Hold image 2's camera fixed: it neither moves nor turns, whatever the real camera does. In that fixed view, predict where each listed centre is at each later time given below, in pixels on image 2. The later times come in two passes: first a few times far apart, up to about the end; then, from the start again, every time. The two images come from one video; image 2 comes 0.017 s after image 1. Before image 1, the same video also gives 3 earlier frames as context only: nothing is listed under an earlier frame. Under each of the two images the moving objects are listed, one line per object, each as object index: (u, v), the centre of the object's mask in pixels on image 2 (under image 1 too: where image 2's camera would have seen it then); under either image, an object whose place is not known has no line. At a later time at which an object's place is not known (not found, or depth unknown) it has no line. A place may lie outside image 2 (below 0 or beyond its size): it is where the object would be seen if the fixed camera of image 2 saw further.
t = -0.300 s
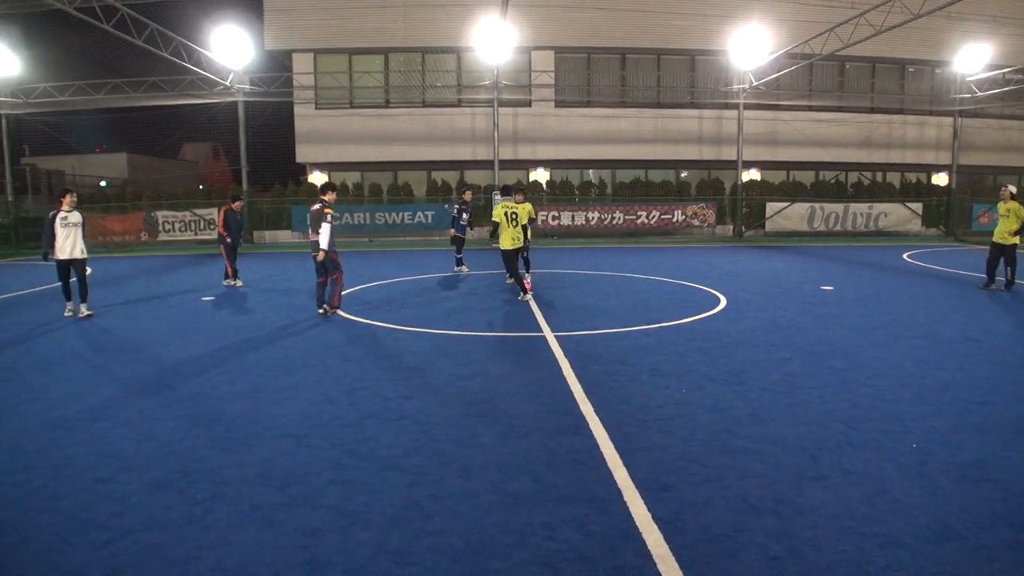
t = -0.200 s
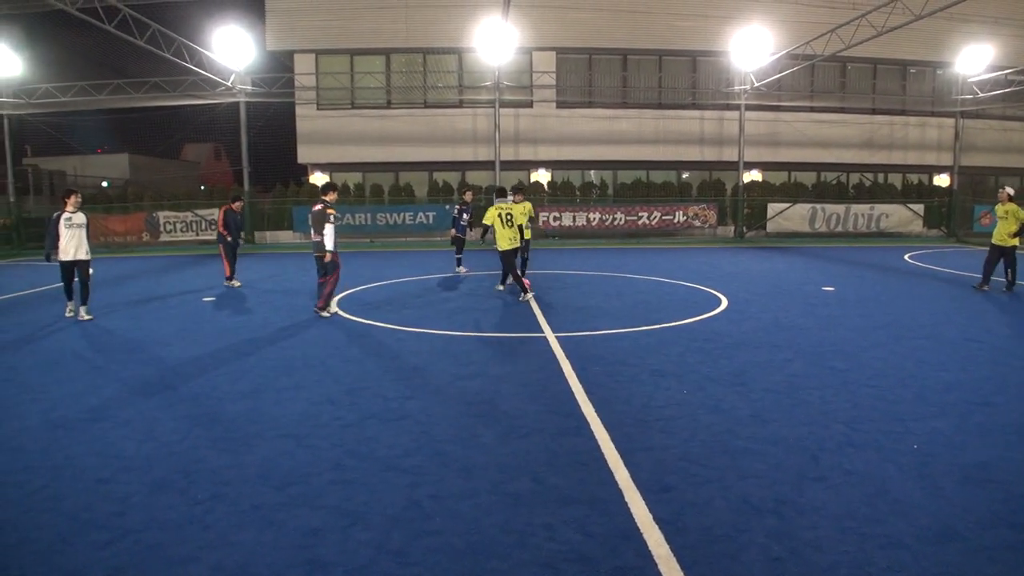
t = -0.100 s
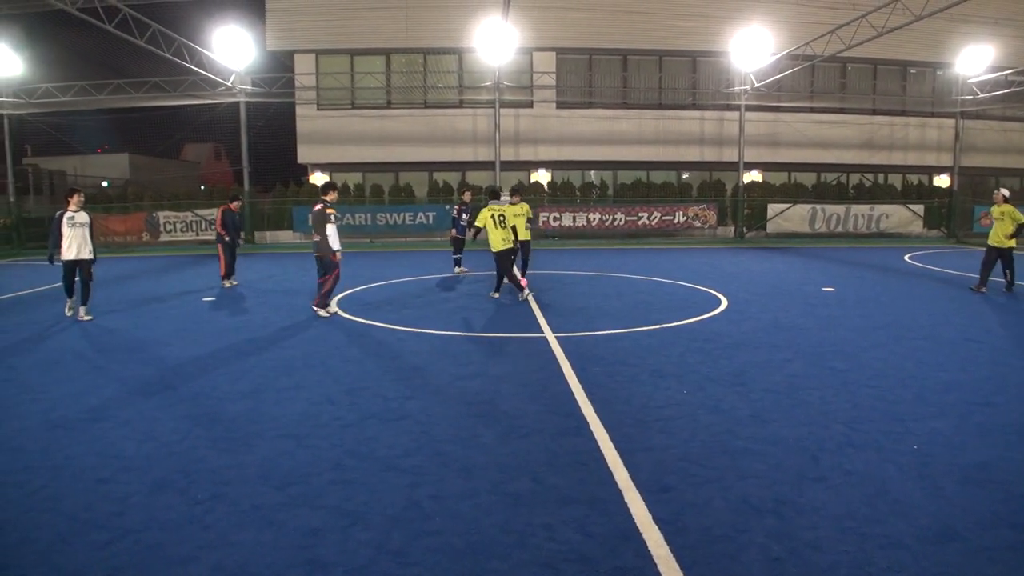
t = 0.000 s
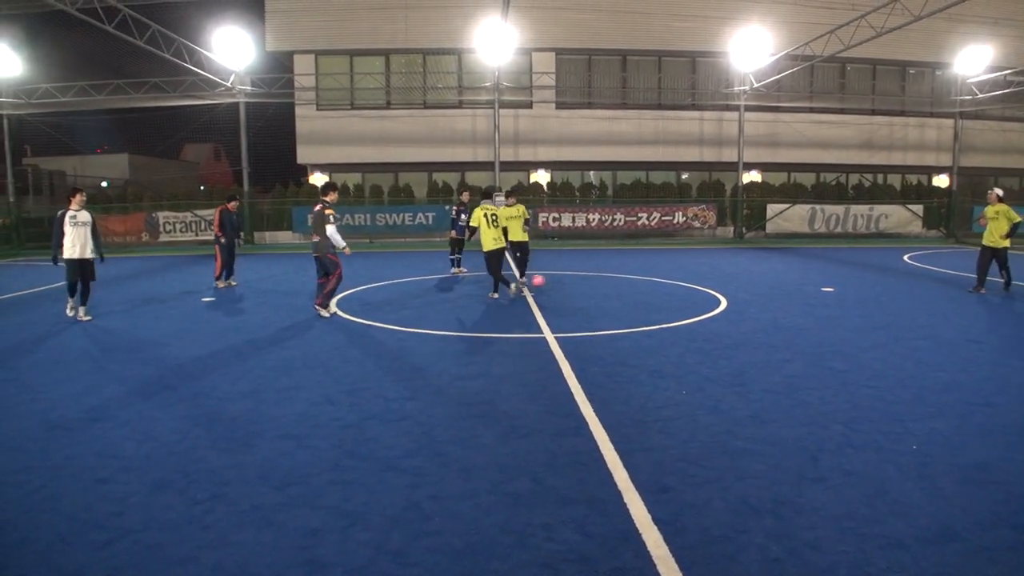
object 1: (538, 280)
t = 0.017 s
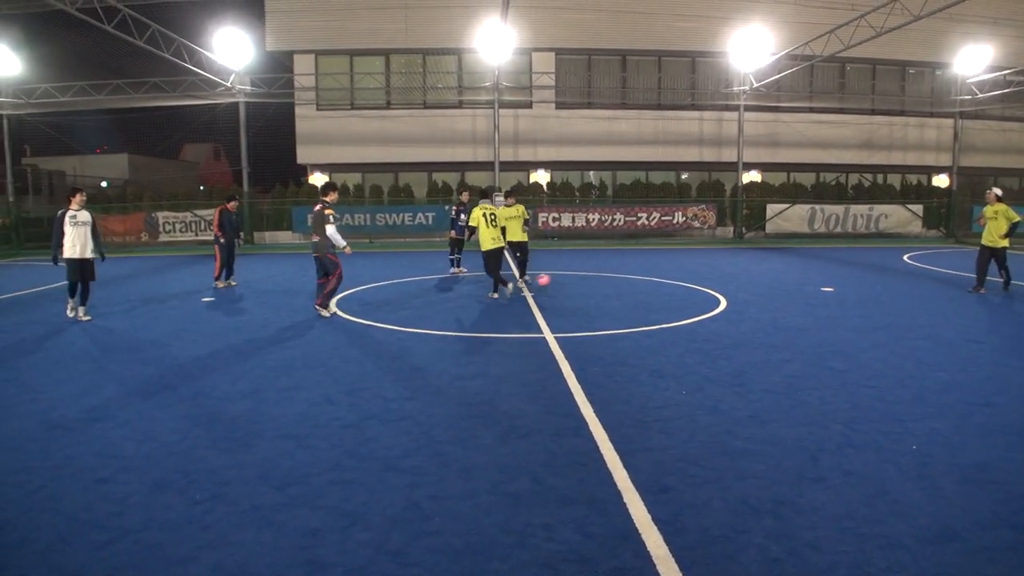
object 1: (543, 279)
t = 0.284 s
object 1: (654, 293)
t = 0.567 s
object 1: (785, 310)
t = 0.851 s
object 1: (913, 325)
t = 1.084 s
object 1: (1017, 336)
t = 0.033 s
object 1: (549, 278)
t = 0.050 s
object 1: (555, 278)
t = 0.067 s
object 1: (562, 278)
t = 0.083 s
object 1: (568, 278)
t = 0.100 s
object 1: (574, 278)
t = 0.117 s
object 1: (581, 278)
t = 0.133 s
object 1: (588, 279)
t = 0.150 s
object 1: (595, 279)
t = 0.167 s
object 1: (602, 280)
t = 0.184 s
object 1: (607, 279)
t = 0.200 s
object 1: (615, 281)
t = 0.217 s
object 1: (623, 284)
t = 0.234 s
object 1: (631, 286)
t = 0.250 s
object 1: (639, 288)
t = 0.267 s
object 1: (646, 289)
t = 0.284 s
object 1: (654, 293)
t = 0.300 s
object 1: (663, 295)
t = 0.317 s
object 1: (671, 298)
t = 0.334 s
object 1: (678, 299)
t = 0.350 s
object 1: (685, 298)
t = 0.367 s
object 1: (693, 297)
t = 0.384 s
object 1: (699, 298)
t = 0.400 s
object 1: (707, 298)
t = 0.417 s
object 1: (713, 301)
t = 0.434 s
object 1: (722, 301)
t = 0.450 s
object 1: (731, 301)
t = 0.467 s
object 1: (737, 302)
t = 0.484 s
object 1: (745, 303)
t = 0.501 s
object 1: (753, 304)
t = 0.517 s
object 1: (761, 307)
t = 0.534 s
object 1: (769, 309)
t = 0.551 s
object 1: (777, 310)
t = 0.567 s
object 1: (785, 310)
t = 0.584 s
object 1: (792, 310)
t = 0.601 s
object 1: (799, 310)
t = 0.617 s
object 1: (807, 311)
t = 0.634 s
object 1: (814, 312)
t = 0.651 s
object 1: (823, 313)
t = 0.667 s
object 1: (830, 316)
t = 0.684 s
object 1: (838, 317)
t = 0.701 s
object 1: (846, 318)
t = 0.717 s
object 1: (854, 318)
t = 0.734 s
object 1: (861, 319)
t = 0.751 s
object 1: (868, 319)
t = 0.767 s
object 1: (875, 319)
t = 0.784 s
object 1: (883, 320)
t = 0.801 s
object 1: (891, 322)
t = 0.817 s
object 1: (898, 324)
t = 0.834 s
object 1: (905, 324)
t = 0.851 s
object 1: (913, 325)
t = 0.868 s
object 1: (920, 326)
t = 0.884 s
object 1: (927, 326)
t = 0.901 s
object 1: (934, 327)
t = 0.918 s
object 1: (942, 328)
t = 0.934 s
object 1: (949, 329)
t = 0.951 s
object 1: (956, 329)
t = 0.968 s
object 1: (964, 330)
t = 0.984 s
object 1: (971, 332)
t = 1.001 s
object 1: (979, 332)
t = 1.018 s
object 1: (986, 333)
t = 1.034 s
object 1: (994, 334)
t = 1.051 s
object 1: (1002, 335)
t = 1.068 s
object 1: (1009, 335)
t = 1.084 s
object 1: (1017, 336)
